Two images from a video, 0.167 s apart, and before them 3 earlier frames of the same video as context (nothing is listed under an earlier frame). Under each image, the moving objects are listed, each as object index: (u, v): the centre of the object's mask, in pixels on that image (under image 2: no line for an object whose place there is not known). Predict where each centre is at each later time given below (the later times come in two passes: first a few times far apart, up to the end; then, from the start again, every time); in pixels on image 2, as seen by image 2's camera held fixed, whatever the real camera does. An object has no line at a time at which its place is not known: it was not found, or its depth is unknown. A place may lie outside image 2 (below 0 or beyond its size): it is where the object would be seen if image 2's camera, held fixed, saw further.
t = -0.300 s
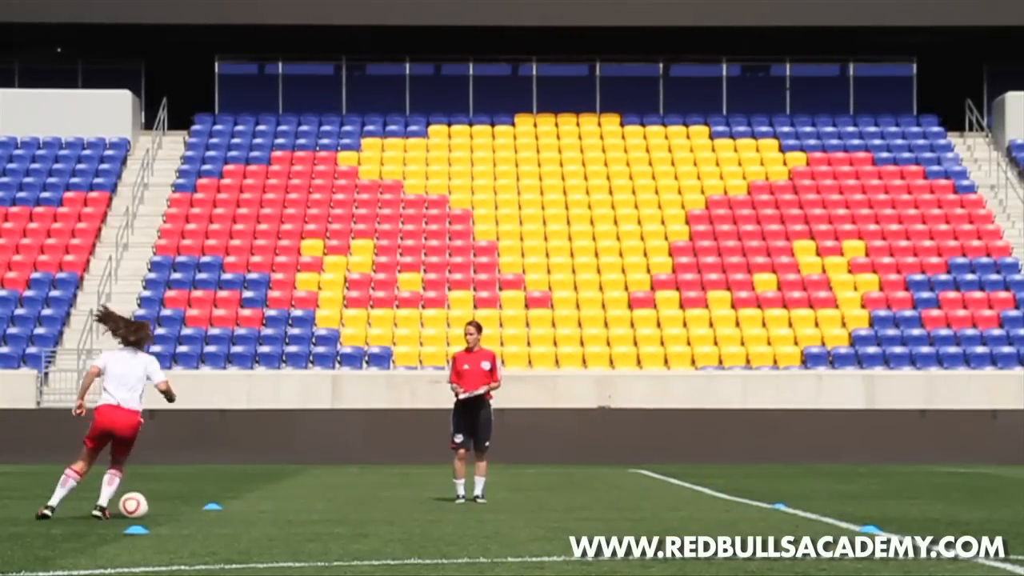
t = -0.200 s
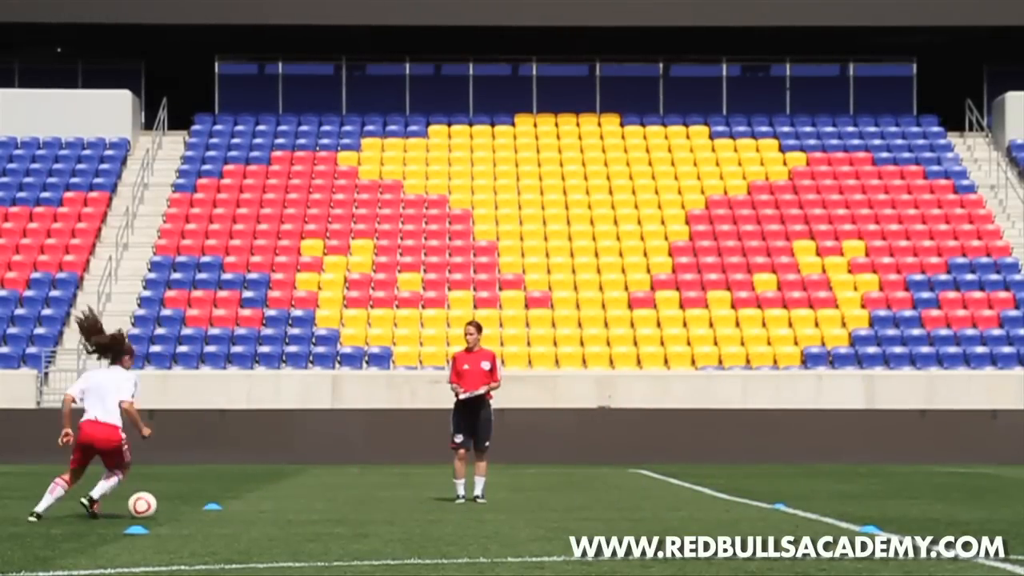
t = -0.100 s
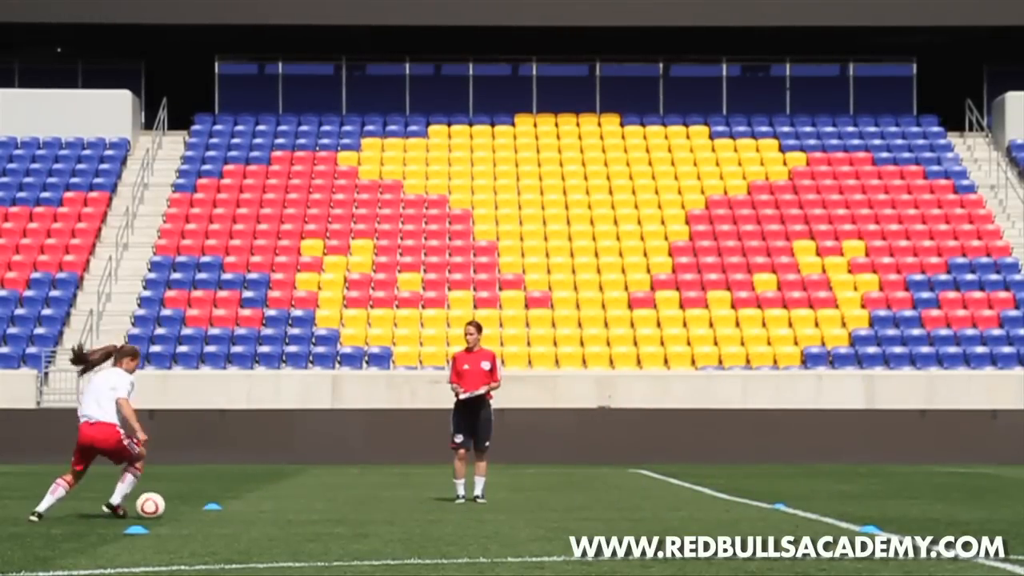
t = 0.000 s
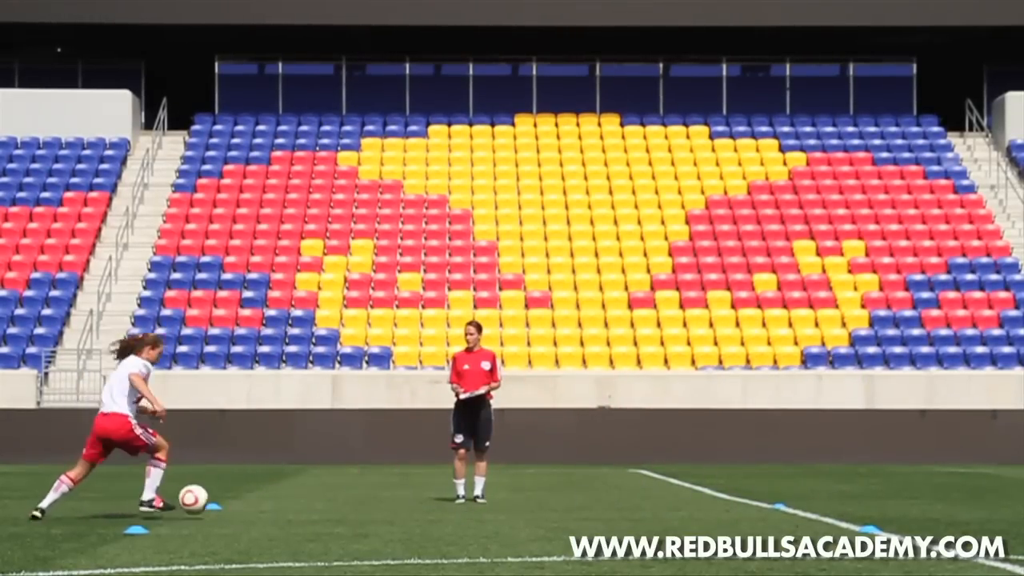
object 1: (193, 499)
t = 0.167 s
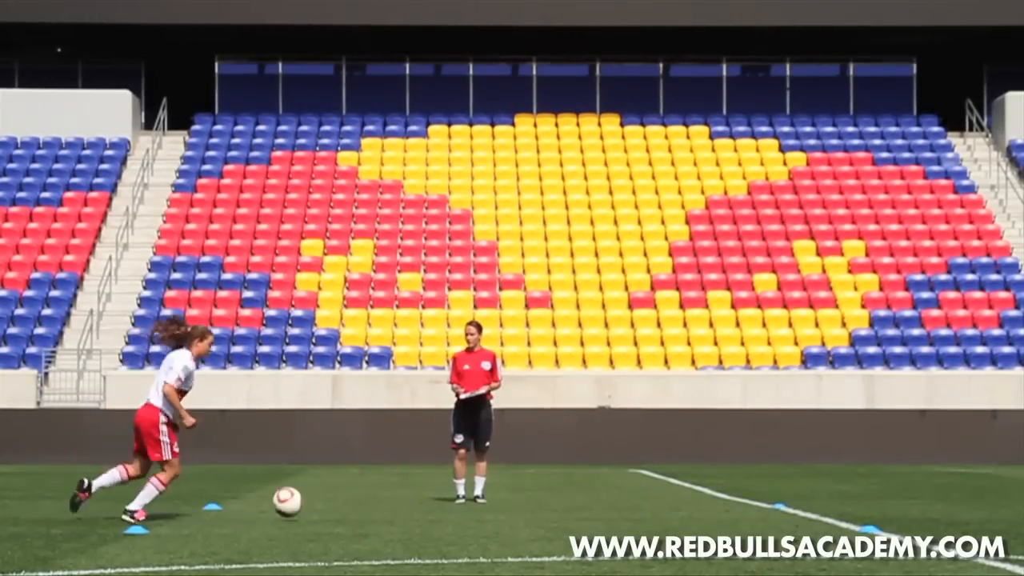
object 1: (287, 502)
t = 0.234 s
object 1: (321, 507)
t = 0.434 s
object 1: (382, 508)
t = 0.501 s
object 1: (401, 506)
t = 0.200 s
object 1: (306, 506)
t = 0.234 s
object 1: (321, 507)
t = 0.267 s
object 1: (331, 505)
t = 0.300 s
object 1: (341, 504)
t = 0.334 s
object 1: (351, 503)
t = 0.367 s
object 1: (361, 505)
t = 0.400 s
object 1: (371, 507)
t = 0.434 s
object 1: (382, 508)
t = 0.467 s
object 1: (391, 506)
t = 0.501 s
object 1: (401, 506)
